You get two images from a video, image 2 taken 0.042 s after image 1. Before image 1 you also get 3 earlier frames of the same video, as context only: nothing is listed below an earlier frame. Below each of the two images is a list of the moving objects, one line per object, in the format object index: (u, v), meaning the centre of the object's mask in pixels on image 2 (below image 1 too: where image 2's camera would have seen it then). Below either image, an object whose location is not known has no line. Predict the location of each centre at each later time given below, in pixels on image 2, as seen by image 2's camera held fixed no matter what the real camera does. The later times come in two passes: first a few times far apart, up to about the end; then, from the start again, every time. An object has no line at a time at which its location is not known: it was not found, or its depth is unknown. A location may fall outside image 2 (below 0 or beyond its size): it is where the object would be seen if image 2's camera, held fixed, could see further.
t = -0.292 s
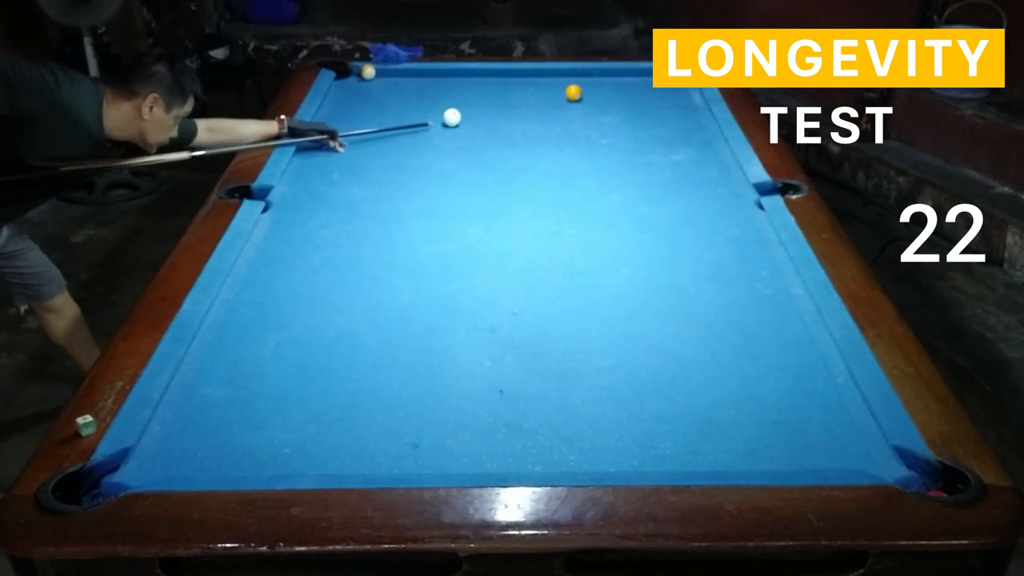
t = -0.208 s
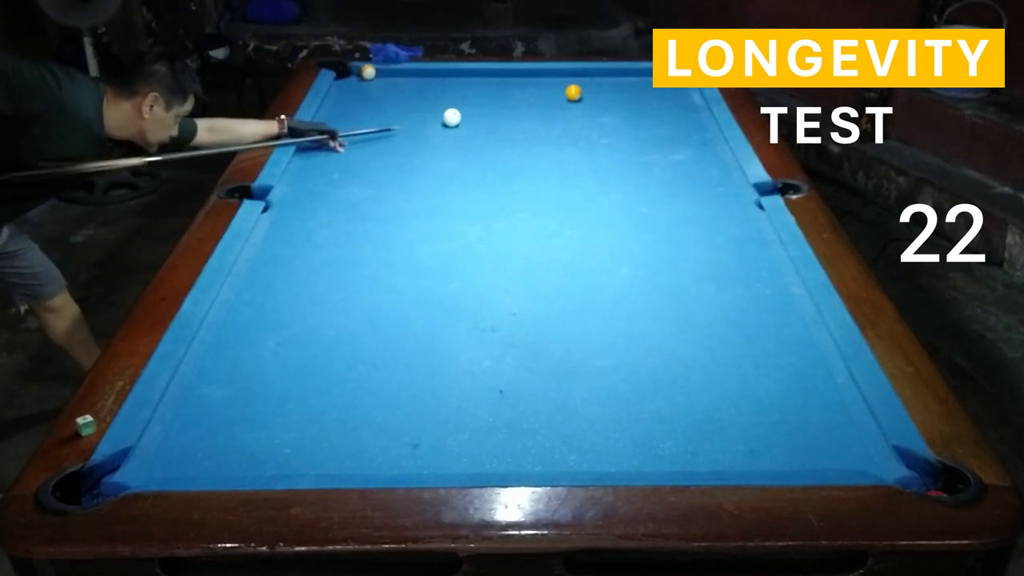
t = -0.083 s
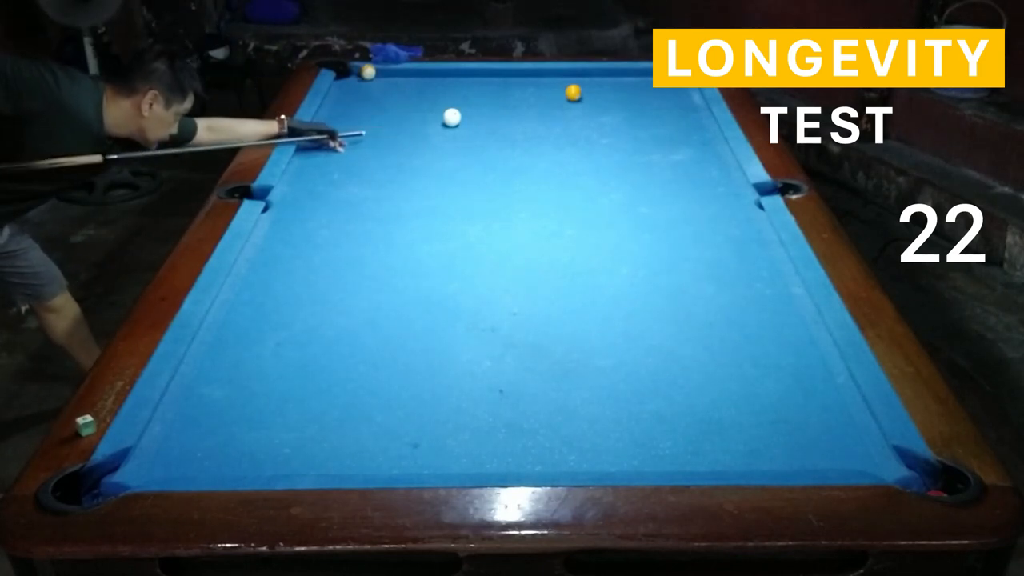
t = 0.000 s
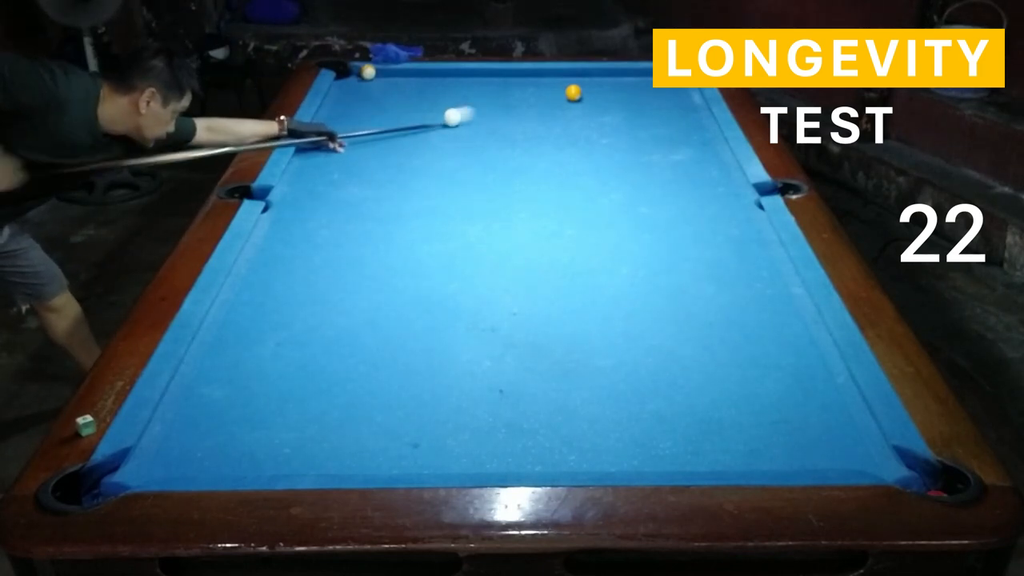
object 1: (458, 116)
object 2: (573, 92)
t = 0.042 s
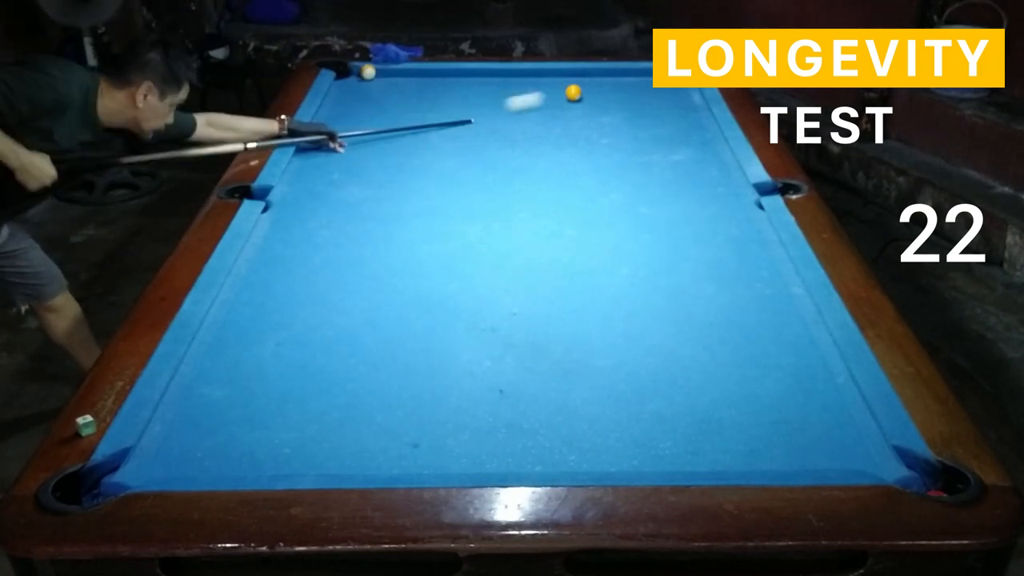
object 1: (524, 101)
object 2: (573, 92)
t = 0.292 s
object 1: (527, 92)
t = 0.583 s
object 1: (466, 95)
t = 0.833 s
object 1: (419, 98)
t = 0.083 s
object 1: (560, 94)
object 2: (605, 87)
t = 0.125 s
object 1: (558, 92)
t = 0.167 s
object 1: (553, 91)
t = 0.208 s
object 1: (545, 91)
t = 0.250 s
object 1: (536, 91)
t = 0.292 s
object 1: (527, 92)
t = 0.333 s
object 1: (518, 92)
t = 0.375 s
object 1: (509, 93)
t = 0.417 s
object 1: (500, 93)
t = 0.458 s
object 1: (491, 93)
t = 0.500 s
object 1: (483, 94)
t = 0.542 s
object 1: (474, 94)
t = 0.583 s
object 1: (466, 95)
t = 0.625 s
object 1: (458, 95)
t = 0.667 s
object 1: (450, 96)
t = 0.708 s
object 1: (442, 96)
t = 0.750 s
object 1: (434, 97)
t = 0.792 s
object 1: (426, 97)
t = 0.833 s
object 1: (419, 98)
